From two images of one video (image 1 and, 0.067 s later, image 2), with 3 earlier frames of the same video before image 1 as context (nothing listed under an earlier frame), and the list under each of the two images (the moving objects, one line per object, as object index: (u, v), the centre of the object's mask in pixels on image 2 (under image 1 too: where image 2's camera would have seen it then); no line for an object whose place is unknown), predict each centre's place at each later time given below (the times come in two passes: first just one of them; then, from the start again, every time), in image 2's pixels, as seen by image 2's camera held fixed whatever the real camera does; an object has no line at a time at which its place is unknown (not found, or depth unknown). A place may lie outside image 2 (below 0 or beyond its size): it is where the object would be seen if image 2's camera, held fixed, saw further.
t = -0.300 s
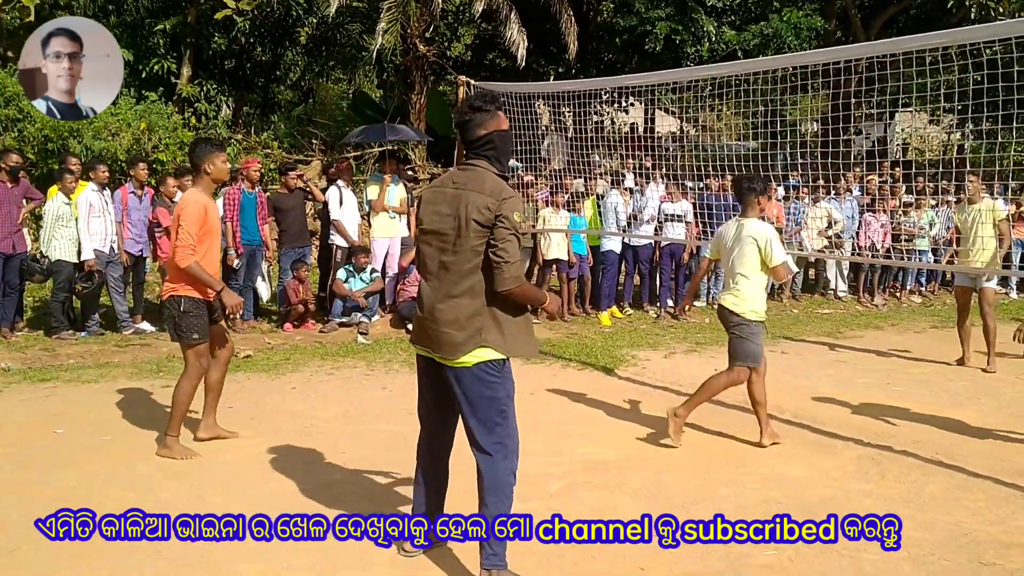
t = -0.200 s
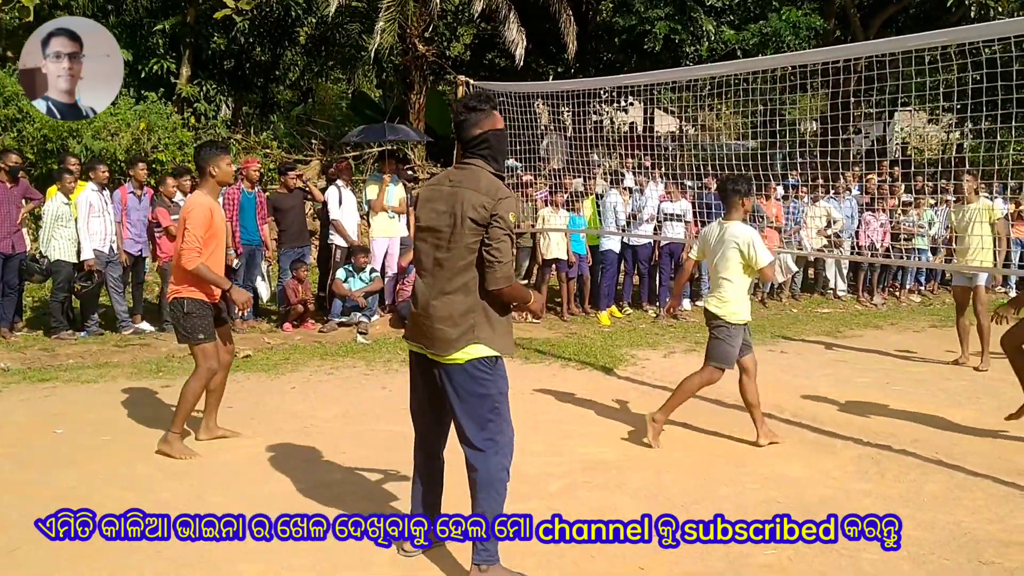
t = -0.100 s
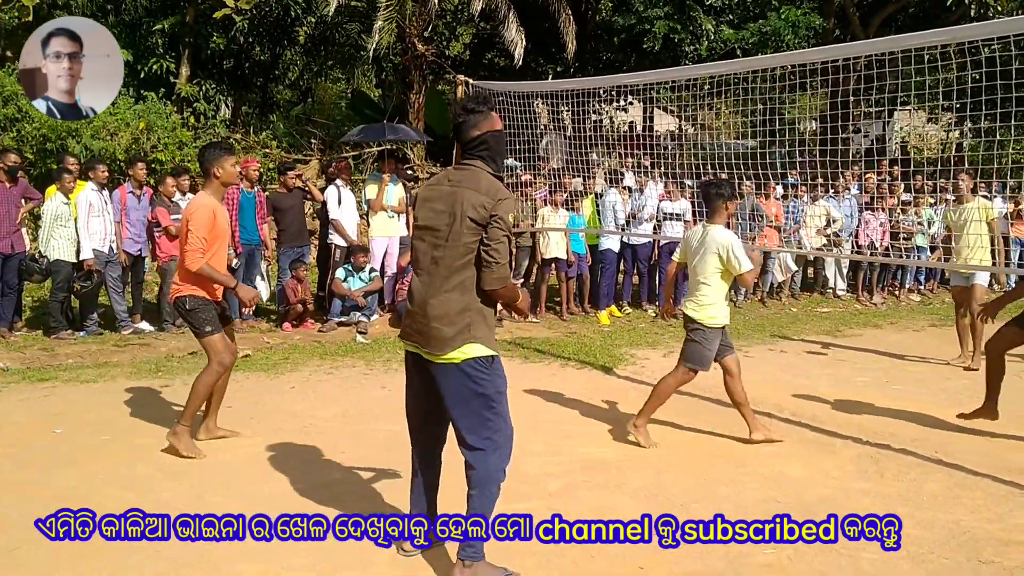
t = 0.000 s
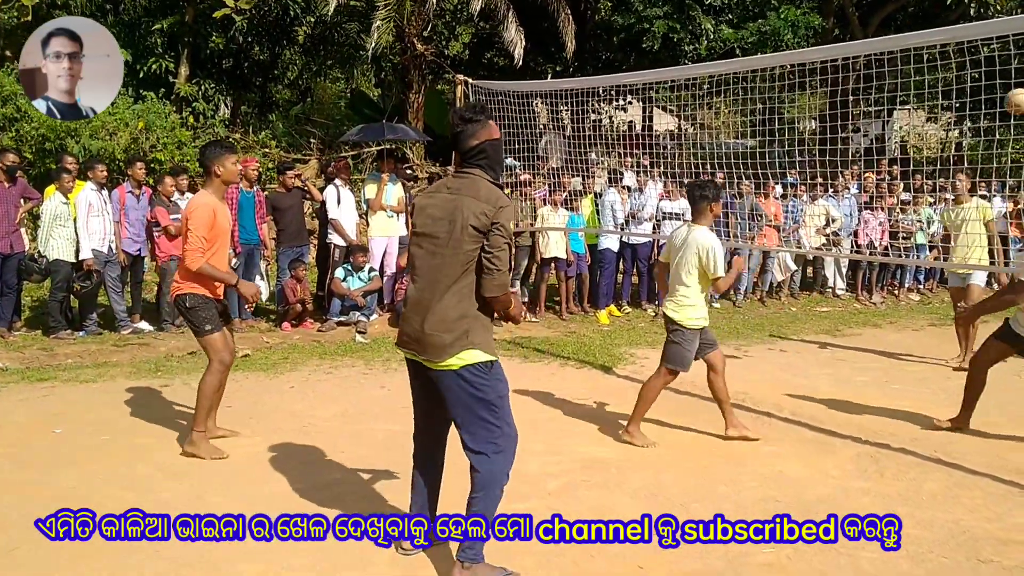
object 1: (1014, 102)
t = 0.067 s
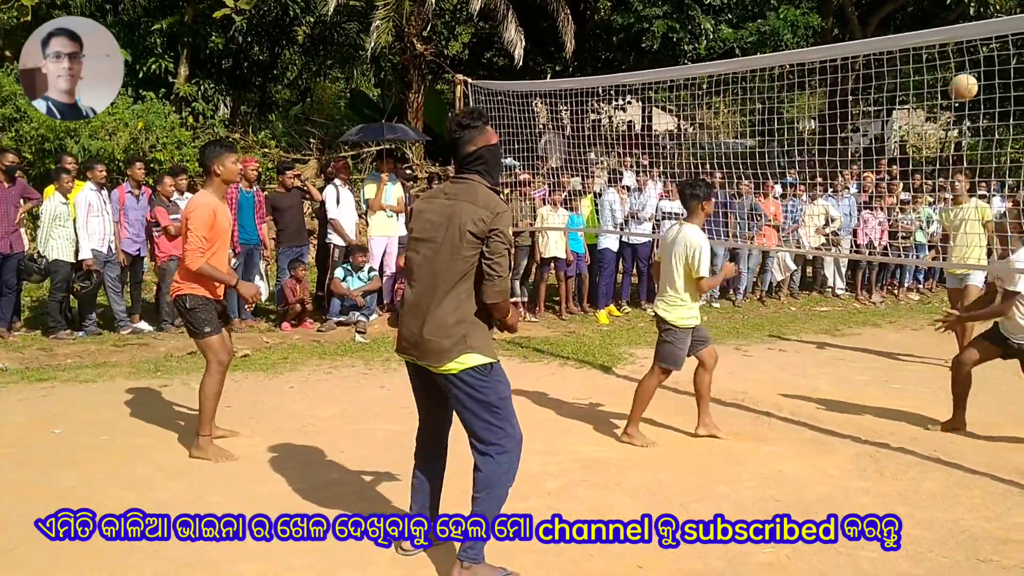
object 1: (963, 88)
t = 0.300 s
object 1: (826, 108)
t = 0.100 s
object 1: (933, 83)
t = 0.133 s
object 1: (902, 80)
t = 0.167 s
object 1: (869, 79)
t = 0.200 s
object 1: (840, 78)
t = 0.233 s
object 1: (828, 83)
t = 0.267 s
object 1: (825, 94)
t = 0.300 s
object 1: (826, 108)
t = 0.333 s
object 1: (829, 123)
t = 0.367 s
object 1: (834, 138)
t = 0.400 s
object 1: (841, 155)
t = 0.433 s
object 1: (846, 174)
